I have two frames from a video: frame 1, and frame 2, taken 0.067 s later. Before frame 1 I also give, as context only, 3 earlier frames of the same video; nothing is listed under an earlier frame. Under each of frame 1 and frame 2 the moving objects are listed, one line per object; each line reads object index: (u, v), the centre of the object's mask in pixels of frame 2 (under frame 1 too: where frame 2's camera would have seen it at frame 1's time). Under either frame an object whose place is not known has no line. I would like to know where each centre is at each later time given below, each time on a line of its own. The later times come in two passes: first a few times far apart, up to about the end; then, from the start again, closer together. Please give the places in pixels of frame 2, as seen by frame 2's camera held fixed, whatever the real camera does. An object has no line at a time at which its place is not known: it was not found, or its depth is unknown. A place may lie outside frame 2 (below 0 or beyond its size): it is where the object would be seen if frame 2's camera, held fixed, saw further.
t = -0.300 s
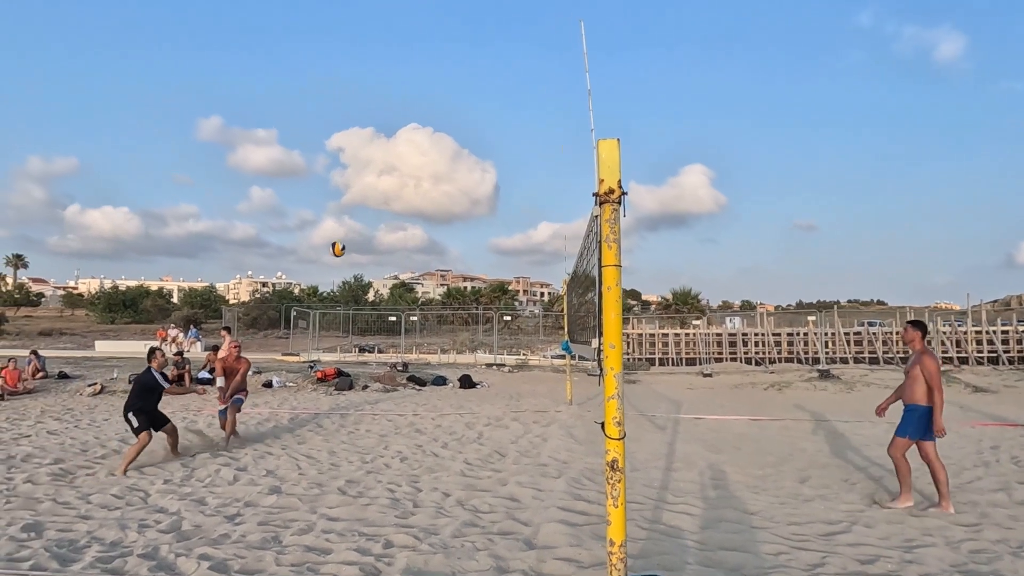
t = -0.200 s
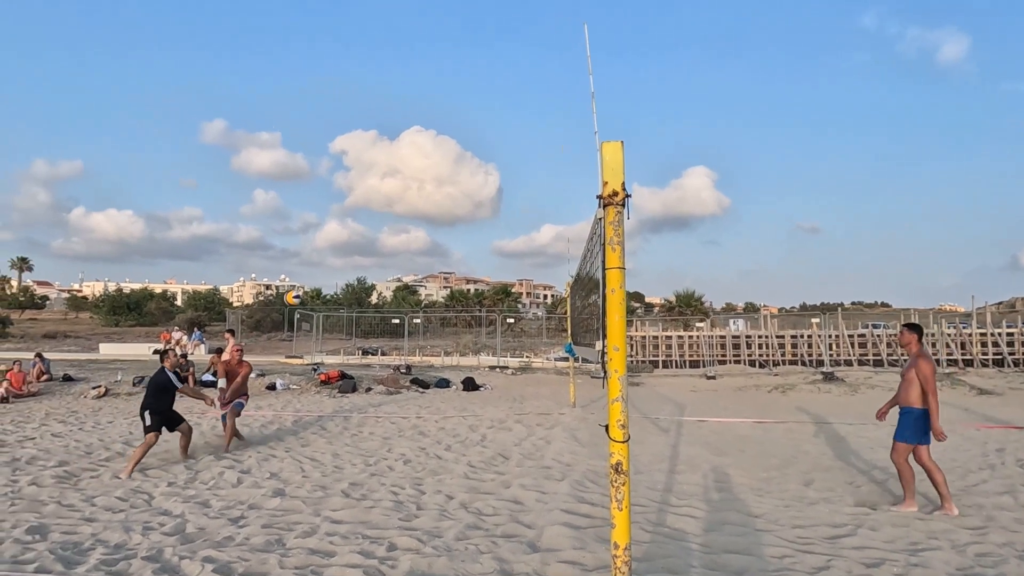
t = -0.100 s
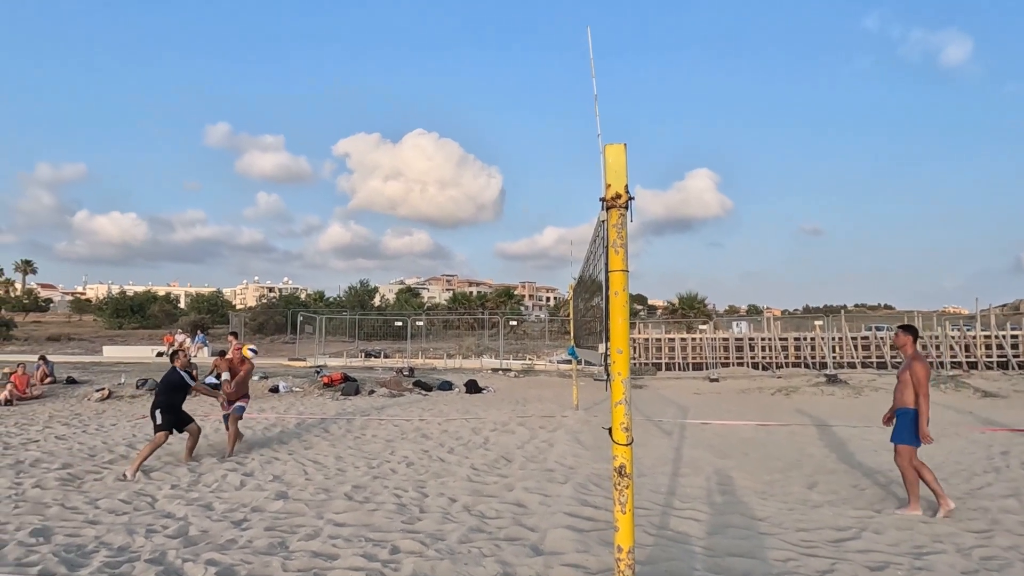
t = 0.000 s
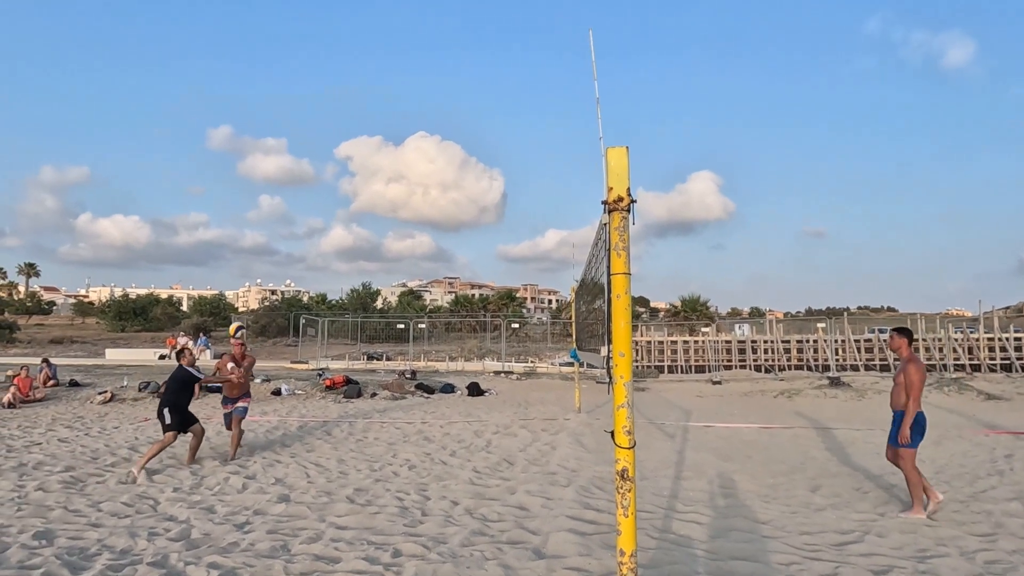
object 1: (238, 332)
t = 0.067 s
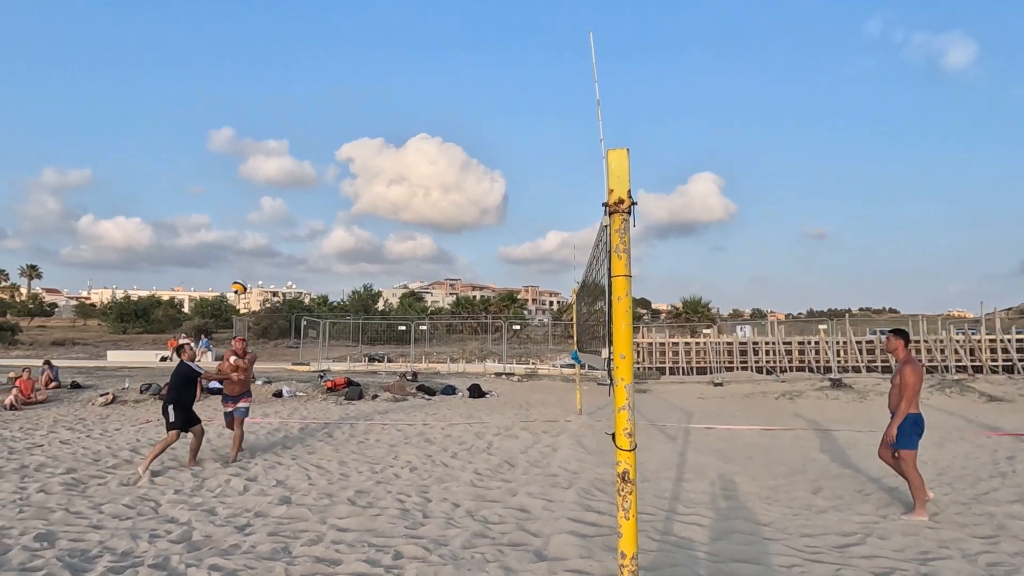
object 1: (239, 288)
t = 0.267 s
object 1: (240, 176)
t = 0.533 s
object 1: (239, 75)
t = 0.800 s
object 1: (236, 26)
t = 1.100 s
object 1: (233, 29)
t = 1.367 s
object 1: (229, 82)
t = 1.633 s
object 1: (228, 182)
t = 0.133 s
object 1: (239, 247)
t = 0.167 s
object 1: (239, 228)
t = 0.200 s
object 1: (240, 210)
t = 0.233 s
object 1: (240, 192)
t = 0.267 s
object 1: (240, 176)
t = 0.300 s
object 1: (240, 160)
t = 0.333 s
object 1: (239, 145)
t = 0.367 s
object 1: (240, 132)
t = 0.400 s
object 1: (240, 119)
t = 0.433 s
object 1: (239, 106)
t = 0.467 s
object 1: (239, 95)
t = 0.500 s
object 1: (239, 85)
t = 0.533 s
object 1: (239, 75)
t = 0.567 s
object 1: (239, 66)
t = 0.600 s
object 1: (238, 58)
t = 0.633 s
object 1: (238, 51)
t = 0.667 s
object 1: (238, 44)
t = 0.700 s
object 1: (237, 38)
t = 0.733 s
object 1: (237, 33)
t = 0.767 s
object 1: (237, 29)
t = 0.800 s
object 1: (236, 26)
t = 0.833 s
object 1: (236, 23)
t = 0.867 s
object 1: (235, 21)
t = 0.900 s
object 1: (236, 20)
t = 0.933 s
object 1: (235, 20)
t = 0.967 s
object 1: (234, 20)
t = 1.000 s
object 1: (234, 21)
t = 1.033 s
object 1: (233, 23)
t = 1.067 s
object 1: (233, 26)
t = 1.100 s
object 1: (233, 29)
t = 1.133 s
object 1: (232, 33)
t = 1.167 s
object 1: (232, 38)
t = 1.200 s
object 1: (231, 44)
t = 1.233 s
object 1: (231, 50)
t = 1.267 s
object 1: (230, 57)
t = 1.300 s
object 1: (230, 65)
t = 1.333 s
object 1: (230, 73)
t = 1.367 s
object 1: (229, 82)
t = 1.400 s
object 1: (229, 92)
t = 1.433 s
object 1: (228, 103)
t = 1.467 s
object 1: (228, 114)
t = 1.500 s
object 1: (228, 127)
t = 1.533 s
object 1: (228, 139)
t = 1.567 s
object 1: (227, 153)
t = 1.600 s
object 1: (228, 167)
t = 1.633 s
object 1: (228, 182)
